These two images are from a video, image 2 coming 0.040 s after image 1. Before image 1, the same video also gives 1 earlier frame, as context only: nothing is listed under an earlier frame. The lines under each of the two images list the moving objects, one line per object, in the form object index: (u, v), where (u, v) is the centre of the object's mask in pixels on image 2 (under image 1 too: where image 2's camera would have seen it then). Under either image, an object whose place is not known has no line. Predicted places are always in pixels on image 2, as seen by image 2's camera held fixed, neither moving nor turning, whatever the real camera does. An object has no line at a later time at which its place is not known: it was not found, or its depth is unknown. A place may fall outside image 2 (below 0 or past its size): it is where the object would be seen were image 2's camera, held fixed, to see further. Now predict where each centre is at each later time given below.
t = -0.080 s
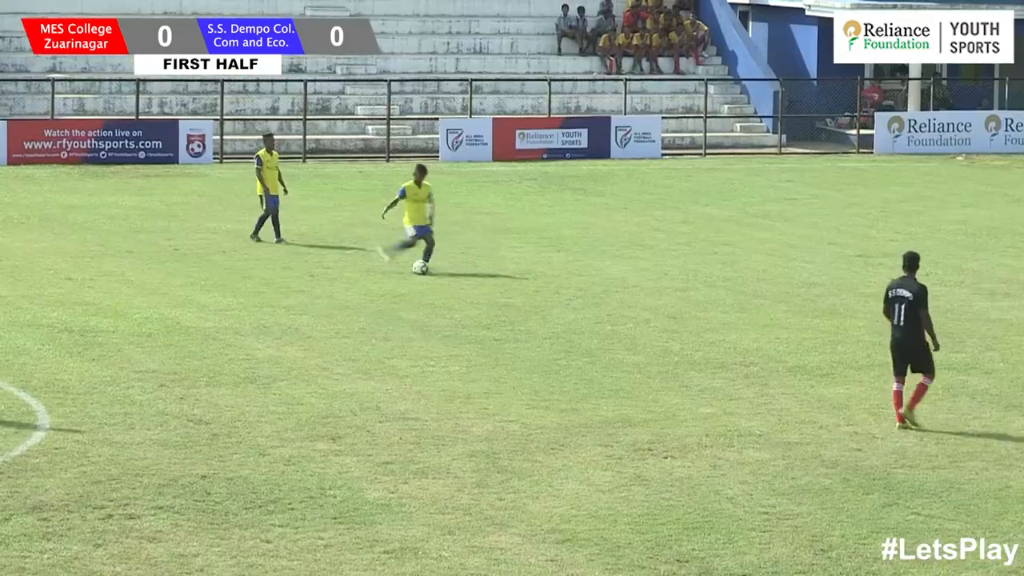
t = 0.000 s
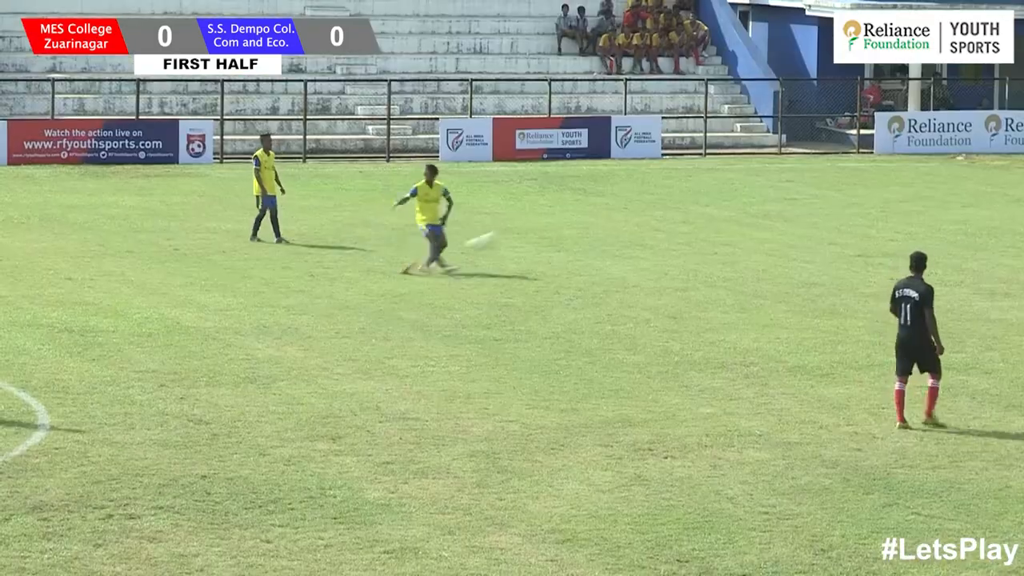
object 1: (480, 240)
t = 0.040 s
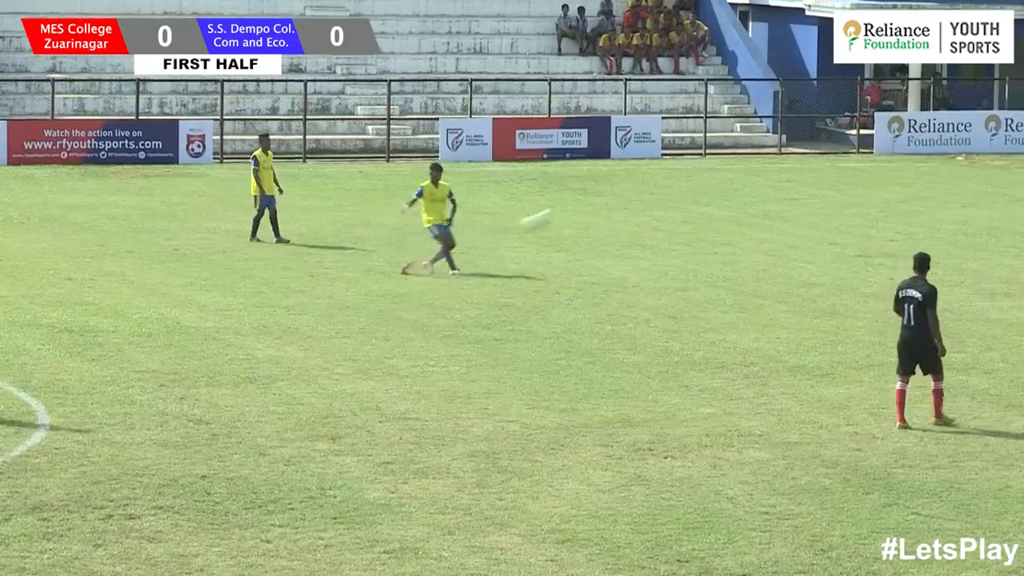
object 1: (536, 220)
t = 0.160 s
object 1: (697, 159)
